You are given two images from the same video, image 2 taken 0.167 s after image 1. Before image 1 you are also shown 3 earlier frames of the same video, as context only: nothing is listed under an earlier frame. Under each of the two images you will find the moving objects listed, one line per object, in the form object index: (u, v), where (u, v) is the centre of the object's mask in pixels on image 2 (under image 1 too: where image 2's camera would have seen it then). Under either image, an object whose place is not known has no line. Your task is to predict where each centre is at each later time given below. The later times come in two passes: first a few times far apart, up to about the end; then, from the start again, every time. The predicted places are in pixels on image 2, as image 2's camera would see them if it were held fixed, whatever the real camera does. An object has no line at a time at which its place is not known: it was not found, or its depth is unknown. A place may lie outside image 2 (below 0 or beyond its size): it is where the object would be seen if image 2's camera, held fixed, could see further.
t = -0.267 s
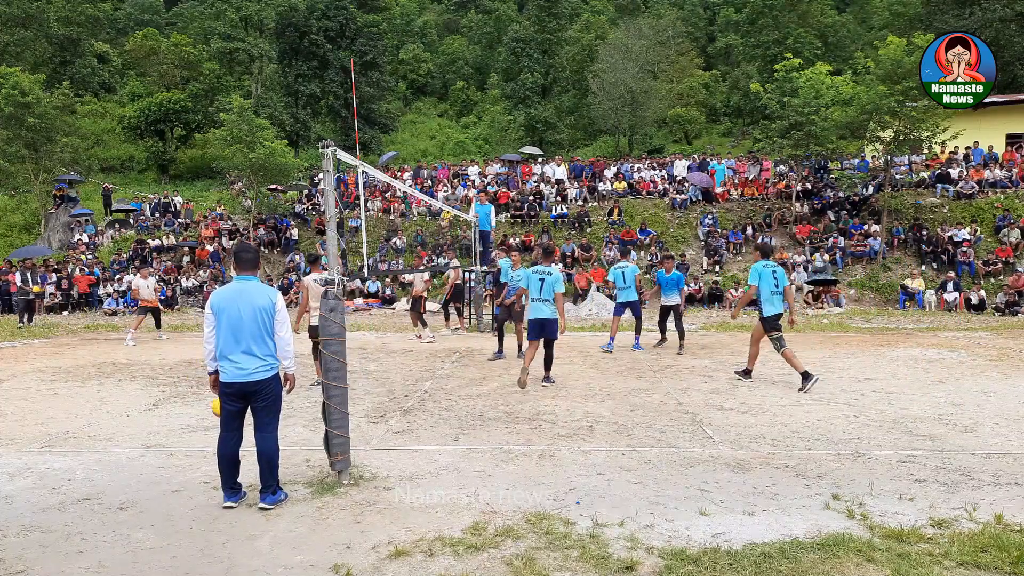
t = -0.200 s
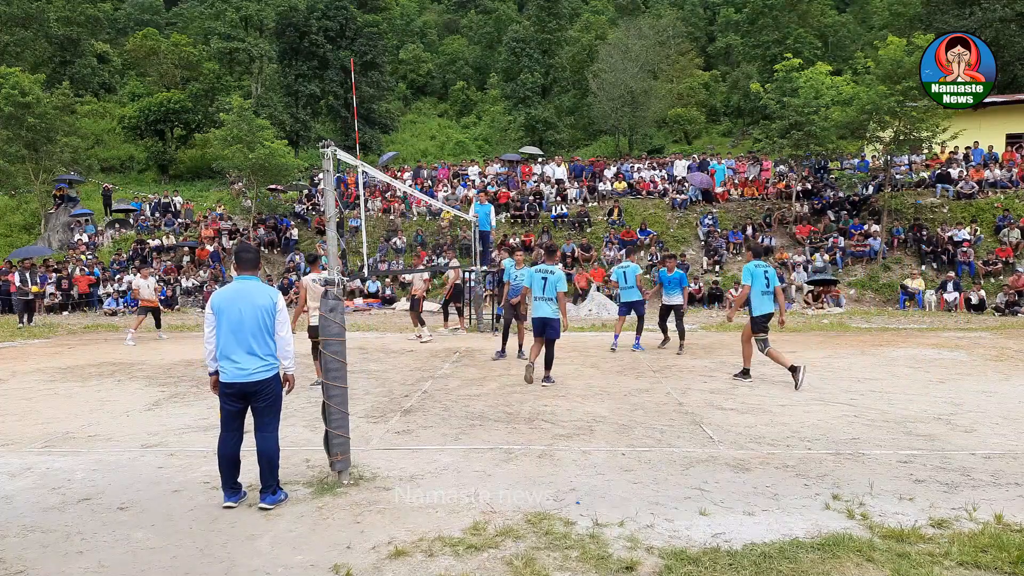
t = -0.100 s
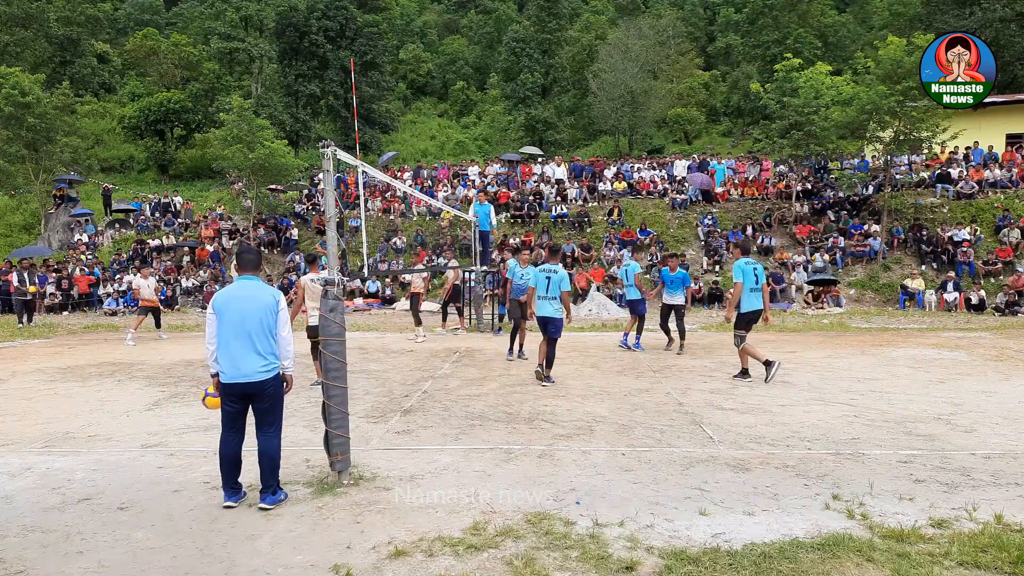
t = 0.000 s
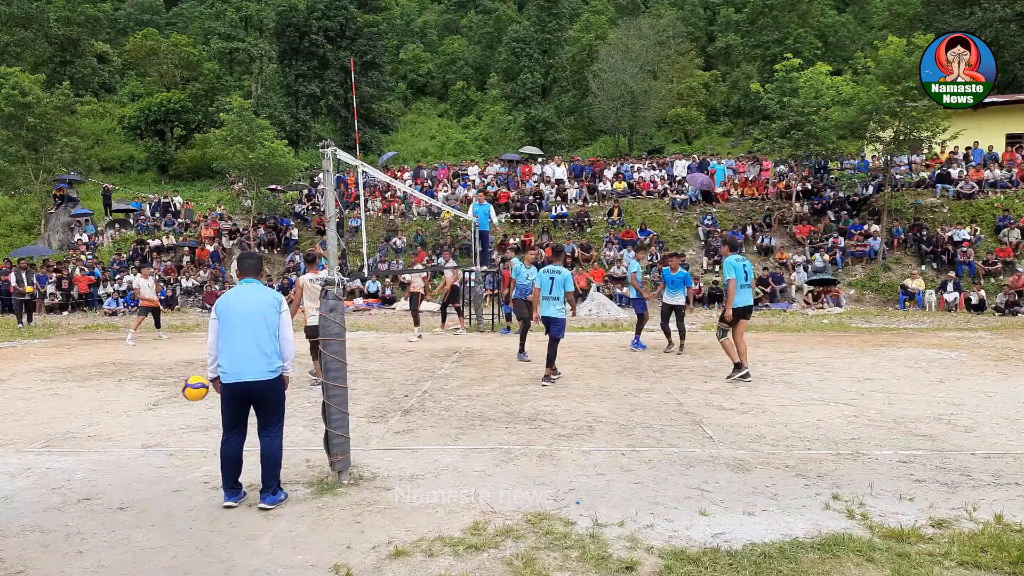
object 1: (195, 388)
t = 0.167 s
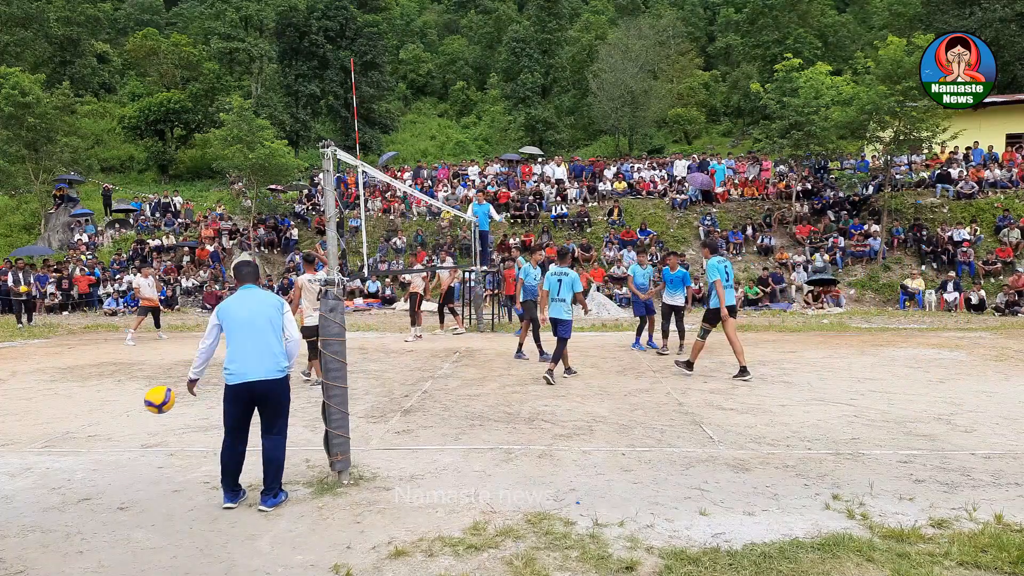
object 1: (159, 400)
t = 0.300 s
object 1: (126, 438)
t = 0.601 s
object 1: (29, 466)
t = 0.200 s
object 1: (152, 407)
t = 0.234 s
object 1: (143, 415)
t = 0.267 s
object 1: (135, 426)
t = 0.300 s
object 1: (126, 438)
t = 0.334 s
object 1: (117, 453)
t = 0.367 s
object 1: (108, 470)
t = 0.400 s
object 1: (98, 490)
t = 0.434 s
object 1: (87, 494)
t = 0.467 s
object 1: (77, 485)
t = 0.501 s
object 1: (66, 478)
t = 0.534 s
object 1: (54, 473)
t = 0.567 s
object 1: (41, 469)
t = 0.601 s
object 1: (29, 466)
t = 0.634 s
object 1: (18, 465)
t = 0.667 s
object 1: (10, 466)
